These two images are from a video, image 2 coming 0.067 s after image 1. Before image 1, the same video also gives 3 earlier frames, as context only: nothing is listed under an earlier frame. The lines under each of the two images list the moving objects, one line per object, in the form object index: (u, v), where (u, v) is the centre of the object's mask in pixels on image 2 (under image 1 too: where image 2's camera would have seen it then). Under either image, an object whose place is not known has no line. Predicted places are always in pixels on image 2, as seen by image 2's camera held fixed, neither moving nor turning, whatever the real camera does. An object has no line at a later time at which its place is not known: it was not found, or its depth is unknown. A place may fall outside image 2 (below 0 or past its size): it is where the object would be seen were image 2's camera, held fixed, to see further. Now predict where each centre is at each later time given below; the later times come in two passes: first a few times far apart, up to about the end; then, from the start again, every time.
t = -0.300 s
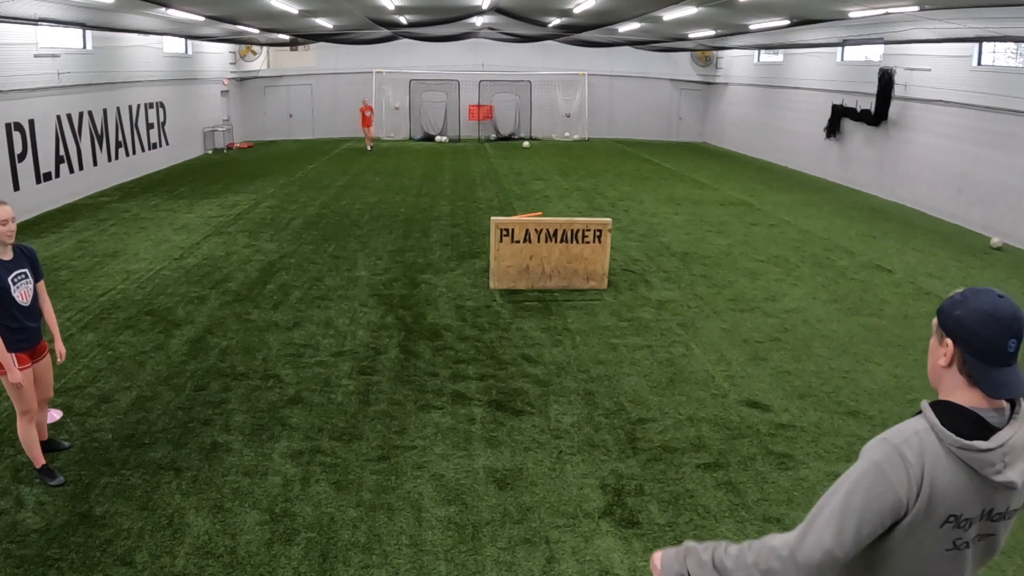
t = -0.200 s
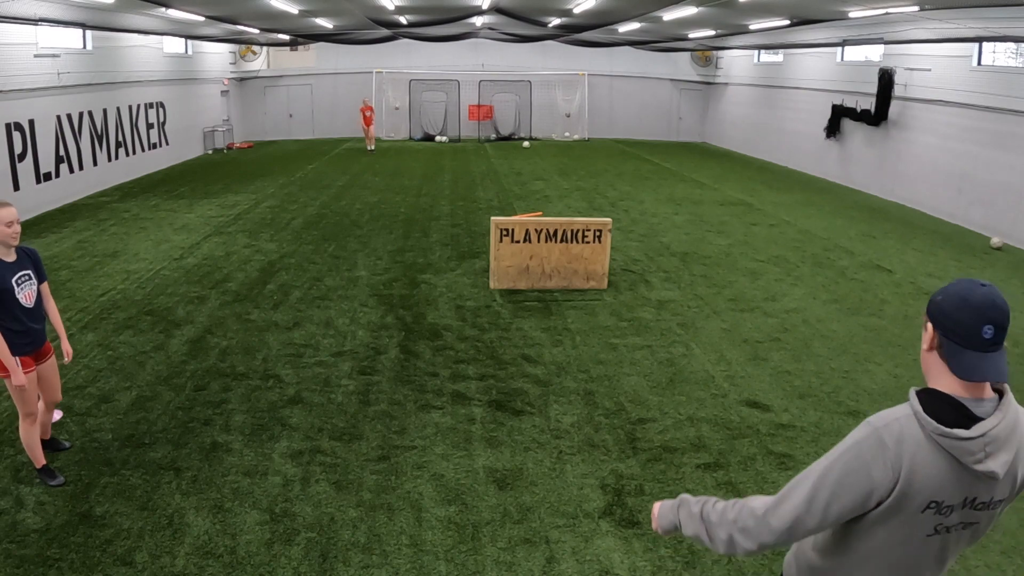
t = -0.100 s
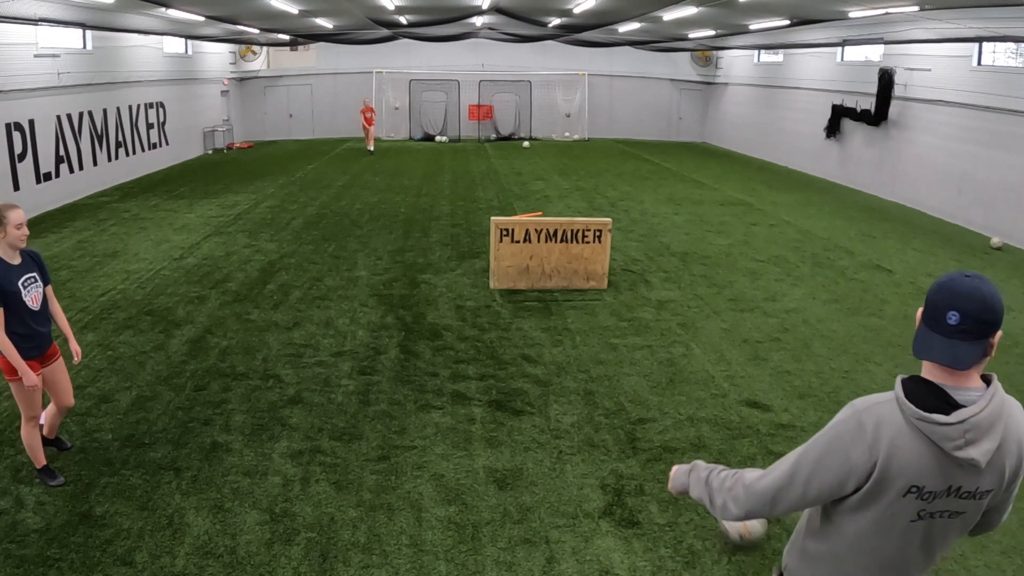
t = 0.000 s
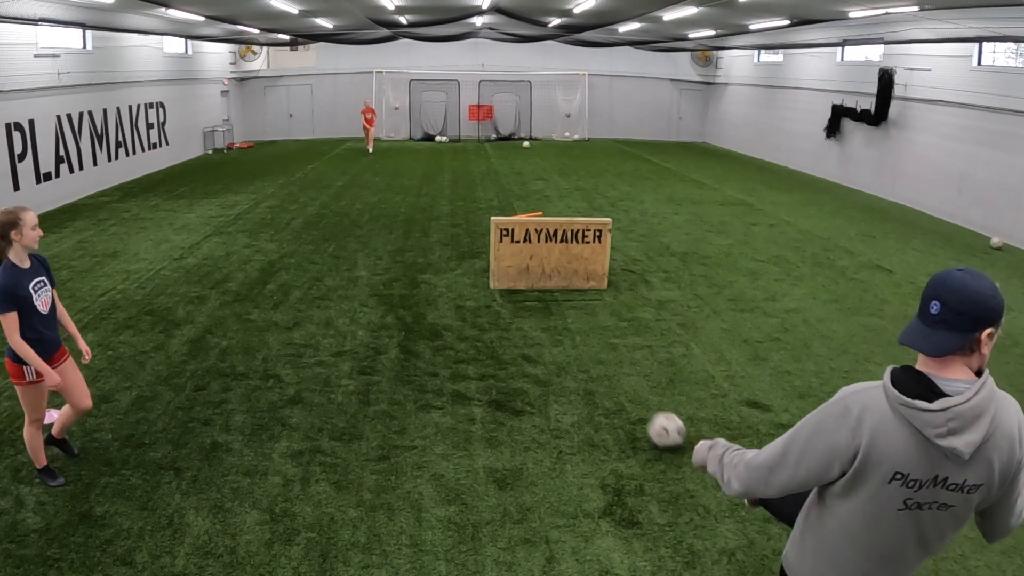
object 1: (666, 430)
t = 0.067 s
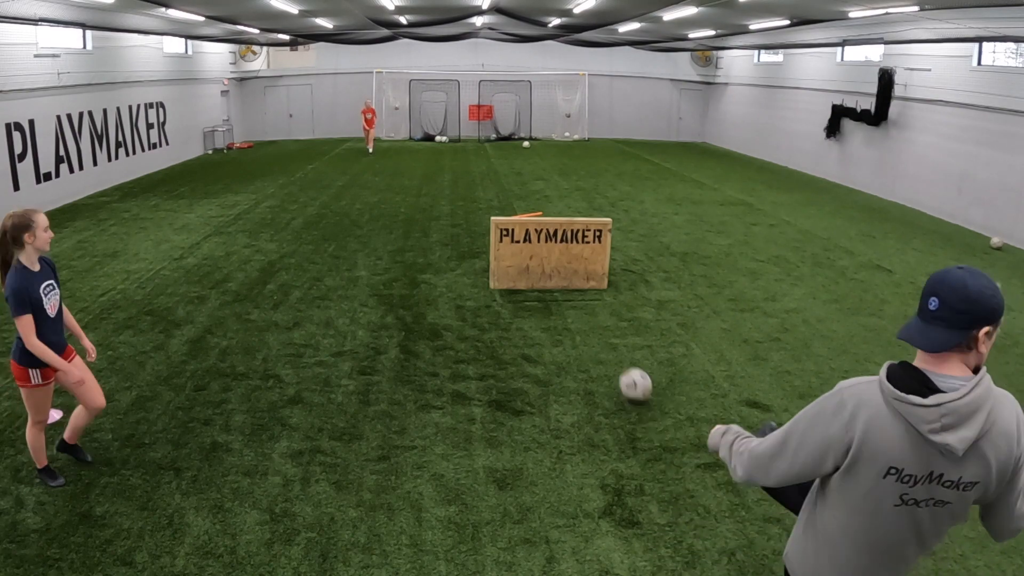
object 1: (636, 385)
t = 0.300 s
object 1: (568, 300)
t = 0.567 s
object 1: (566, 286)
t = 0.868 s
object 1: (588, 365)
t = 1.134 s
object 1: (601, 421)
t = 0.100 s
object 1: (623, 365)
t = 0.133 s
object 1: (611, 349)
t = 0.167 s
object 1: (601, 336)
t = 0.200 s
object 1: (591, 326)
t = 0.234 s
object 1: (582, 318)
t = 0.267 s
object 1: (574, 310)
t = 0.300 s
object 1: (568, 300)
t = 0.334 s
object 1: (563, 291)
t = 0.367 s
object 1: (558, 283)
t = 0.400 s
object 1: (554, 276)
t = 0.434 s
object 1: (557, 276)
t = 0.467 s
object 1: (559, 276)
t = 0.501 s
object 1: (560, 278)
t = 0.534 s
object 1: (563, 281)
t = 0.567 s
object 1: (566, 286)
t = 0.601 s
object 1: (568, 291)
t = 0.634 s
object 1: (570, 299)
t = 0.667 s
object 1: (573, 307)
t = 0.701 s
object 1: (576, 318)
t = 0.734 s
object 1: (578, 330)
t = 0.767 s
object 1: (581, 345)
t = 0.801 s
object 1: (584, 361)
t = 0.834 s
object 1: (586, 364)
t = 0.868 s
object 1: (588, 365)
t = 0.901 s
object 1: (590, 369)
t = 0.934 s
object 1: (592, 374)
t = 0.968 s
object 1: (594, 380)
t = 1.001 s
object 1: (595, 388)
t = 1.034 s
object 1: (597, 398)
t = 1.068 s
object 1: (599, 411)
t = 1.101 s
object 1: (600, 418)
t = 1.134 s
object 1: (601, 421)
